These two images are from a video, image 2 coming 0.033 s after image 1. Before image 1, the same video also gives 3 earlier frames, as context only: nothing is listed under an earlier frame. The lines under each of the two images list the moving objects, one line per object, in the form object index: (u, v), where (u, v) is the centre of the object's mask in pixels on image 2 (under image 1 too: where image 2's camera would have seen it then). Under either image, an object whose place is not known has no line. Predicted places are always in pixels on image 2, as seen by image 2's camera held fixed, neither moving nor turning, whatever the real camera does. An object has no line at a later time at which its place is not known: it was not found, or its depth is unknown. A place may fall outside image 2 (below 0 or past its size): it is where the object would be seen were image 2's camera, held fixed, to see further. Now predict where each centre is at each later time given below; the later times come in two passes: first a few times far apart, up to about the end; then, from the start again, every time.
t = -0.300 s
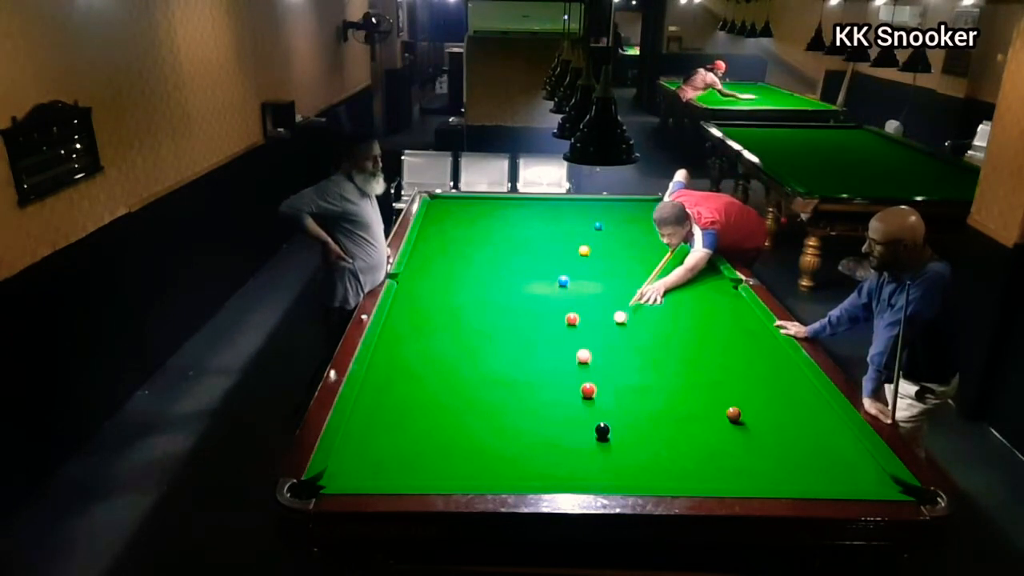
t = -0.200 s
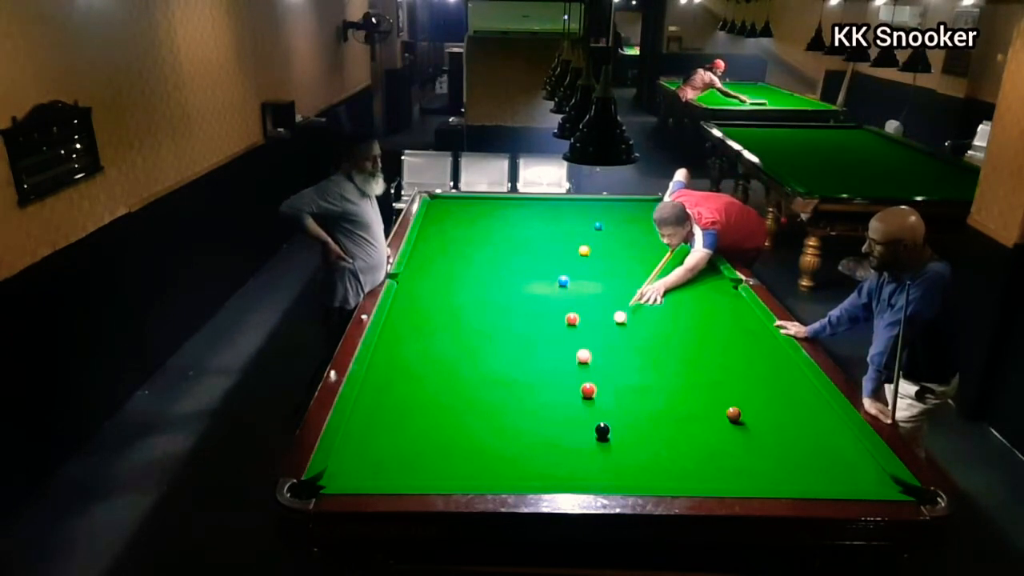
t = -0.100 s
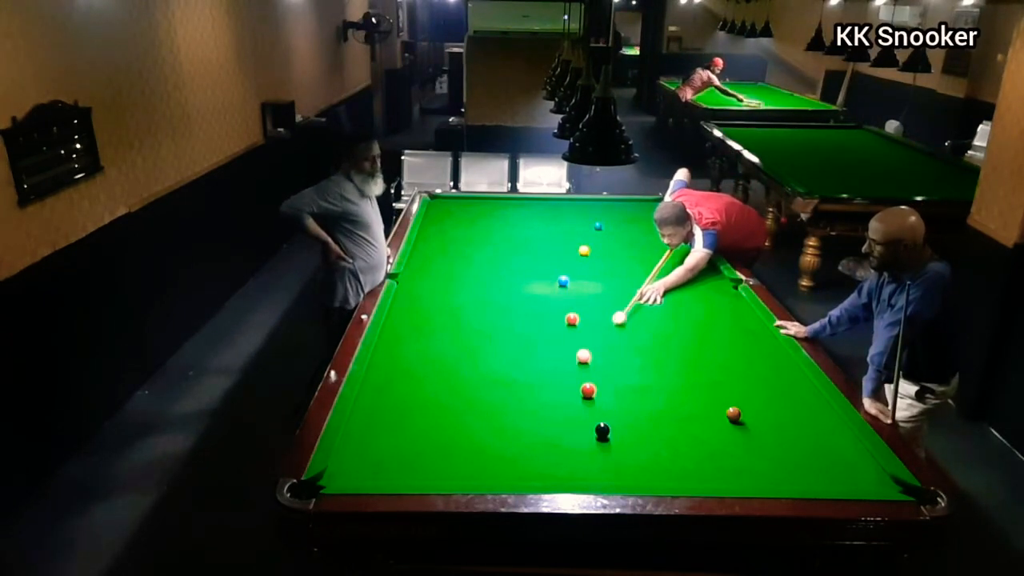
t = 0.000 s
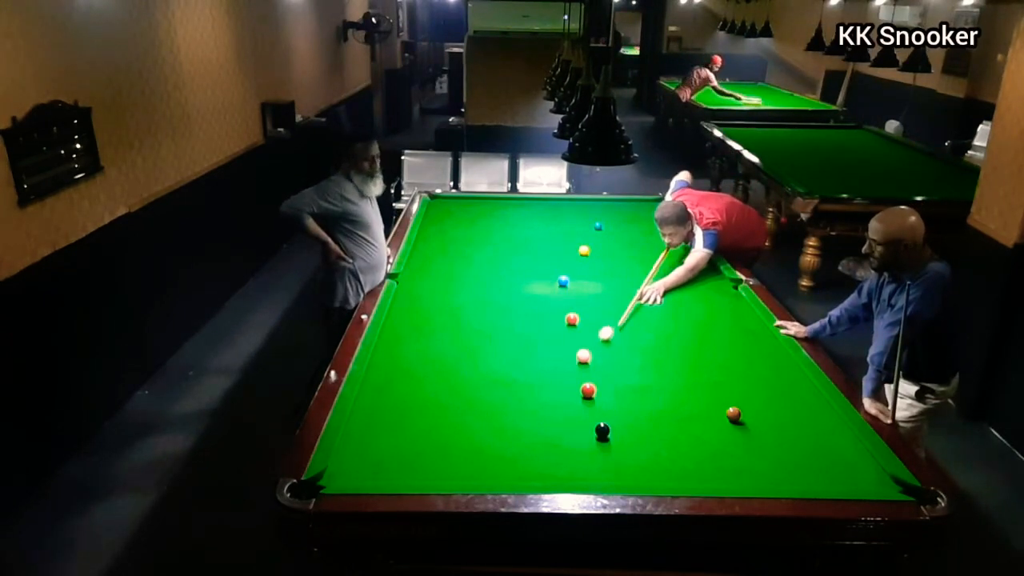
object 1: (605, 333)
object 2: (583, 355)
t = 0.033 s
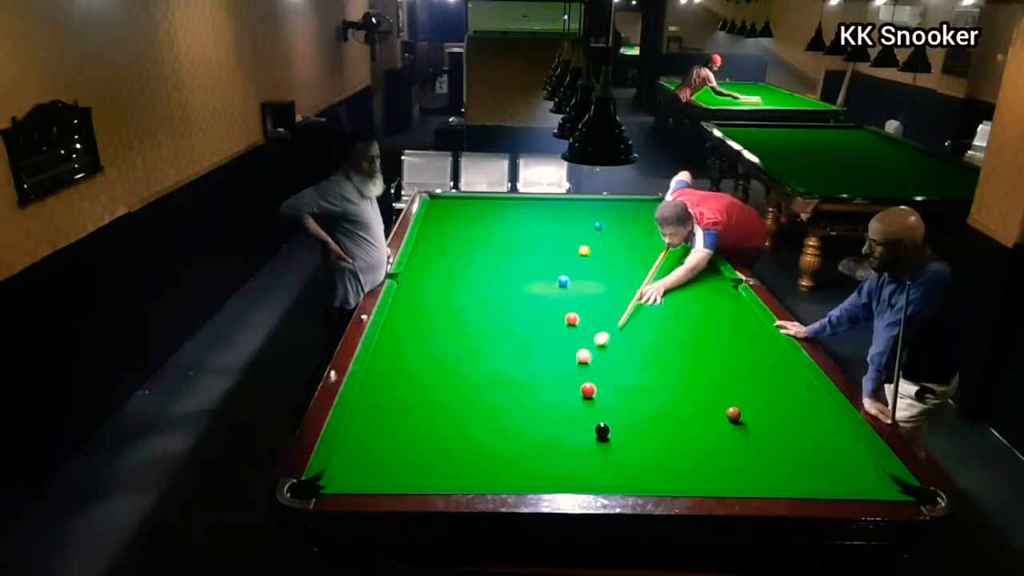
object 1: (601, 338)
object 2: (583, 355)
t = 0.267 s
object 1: (601, 359)
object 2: (554, 370)
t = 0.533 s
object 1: (611, 379)
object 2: (511, 393)
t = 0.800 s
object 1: (622, 399)
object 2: (463, 418)
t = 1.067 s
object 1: (634, 420)
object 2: (410, 446)
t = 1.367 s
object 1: (647, 444)
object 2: (344, 478)
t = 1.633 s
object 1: (658, 467)
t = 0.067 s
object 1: (597, 343)
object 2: (583, 355)
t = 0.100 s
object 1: (594, 348)
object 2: (583, 355)
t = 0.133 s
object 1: (593, 352)
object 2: (580, 357)
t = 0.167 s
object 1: (595, 353)
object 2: (573, 360)
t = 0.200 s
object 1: (597, 355)
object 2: (567, 363)
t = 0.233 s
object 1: (599, 357)
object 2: (561, 367)
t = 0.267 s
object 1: (601, 359)
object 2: (554, 370)
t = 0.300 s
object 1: (602, 361)
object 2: (549, 372)
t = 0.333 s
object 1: (603, 364)
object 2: (544, 375)
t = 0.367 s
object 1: (605, 366)
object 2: (539, 378)
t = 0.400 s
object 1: (606, 369)
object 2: (533, 381)
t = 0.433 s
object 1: (607, 371)
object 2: (527, 384)
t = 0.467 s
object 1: (608, 374)
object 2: (522, 387)
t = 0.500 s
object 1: (610, 376)
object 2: (516, 390)
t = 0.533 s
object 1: (611, 379)
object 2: (511, 393)
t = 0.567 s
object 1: (612, 381)
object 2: (505, 396)
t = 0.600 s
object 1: (614, 384)
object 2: (499, 399)
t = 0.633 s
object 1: (615, 386)
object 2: (493, 402)
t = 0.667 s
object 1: (616, 388)
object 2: (487, 406)
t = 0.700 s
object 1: (618, 391)
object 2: (481, 409)
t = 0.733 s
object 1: (619, 393)
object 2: (475, 412)
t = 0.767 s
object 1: (621, 396)
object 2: (469, 415)
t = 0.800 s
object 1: (622, 399)
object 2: (463, 418)
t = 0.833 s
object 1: (623, 401)
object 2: (456, 422)
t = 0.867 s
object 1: (625, 404)
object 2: (450, 425)
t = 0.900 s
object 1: (626, 407)
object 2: (443, 429)
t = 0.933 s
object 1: (628, 409)
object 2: (437, 432)
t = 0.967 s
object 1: (629, 412)
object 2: (430, 435)
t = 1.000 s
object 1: (631, 414)
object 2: (423, 439)
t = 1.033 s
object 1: (632, 417)
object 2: (417, 442)
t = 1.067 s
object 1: (634, 420)
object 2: (410, 446)
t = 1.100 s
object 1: (635, 423)
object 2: (403, 450)
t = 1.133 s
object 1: (637, 425)
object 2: (395, 454)
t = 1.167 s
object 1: (638, 428)
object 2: (388, 457)
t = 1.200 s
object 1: (639, 431)
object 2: (381, 461)
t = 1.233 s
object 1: (641, 434)
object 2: (374, 465)
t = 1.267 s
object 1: (643, 436)
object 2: (366, 469)
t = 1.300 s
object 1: (644, 439)
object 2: (359, 472)
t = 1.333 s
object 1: (645, 442)
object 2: (352, 475)
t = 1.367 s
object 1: (647, 444)
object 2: (344, 478)
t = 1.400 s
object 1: (649, 447)
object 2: (337, 478)
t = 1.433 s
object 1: (650, 450)
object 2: (330, 479)
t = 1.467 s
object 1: (651, 453)
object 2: (323, 481)
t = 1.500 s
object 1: (653, 456)
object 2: (318, 484)
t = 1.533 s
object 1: (654, 459)
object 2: (314, 490)
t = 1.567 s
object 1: (656, 461)
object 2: (311, 495)
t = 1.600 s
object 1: (657, 464)
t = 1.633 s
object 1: (658, 467)
